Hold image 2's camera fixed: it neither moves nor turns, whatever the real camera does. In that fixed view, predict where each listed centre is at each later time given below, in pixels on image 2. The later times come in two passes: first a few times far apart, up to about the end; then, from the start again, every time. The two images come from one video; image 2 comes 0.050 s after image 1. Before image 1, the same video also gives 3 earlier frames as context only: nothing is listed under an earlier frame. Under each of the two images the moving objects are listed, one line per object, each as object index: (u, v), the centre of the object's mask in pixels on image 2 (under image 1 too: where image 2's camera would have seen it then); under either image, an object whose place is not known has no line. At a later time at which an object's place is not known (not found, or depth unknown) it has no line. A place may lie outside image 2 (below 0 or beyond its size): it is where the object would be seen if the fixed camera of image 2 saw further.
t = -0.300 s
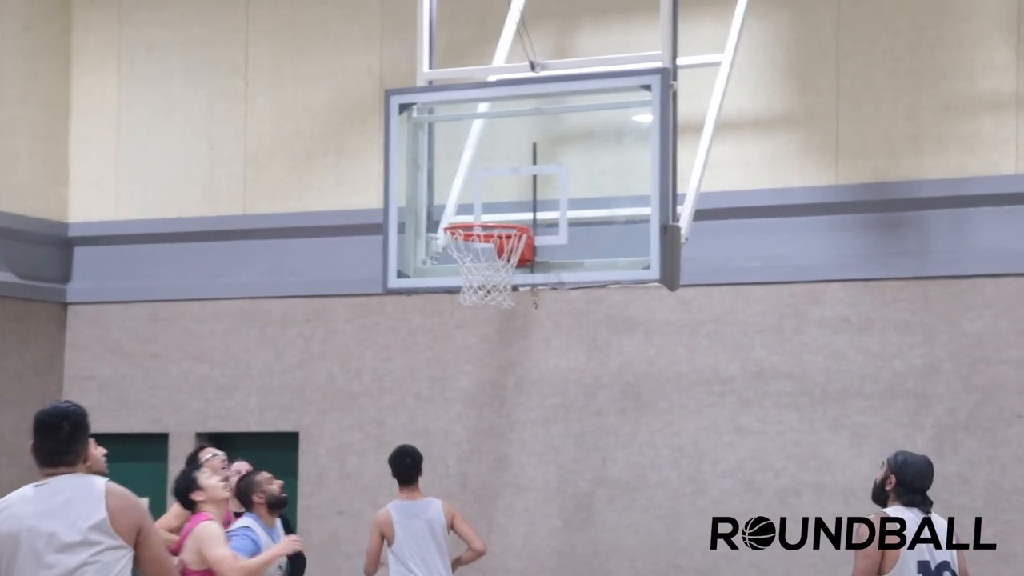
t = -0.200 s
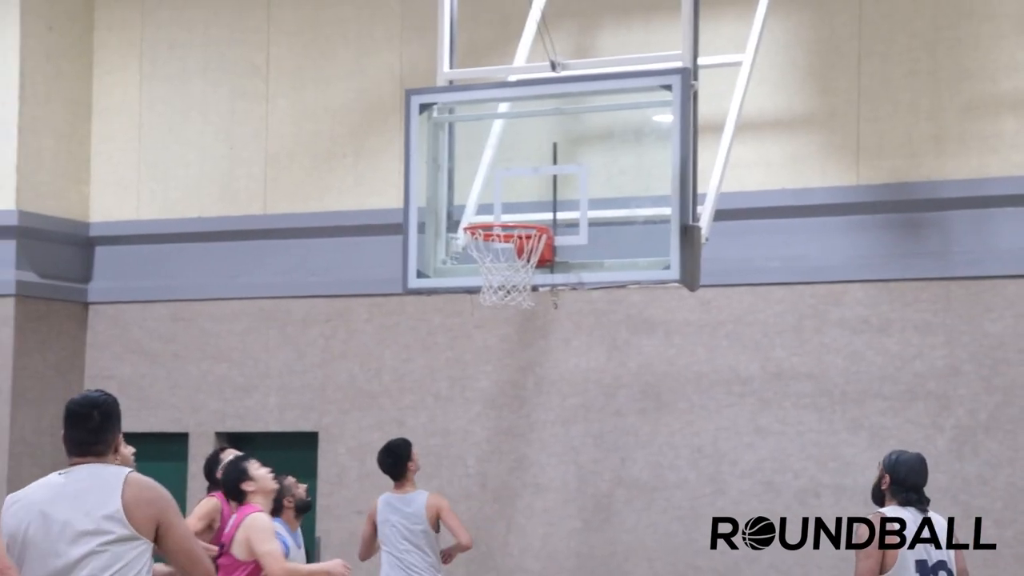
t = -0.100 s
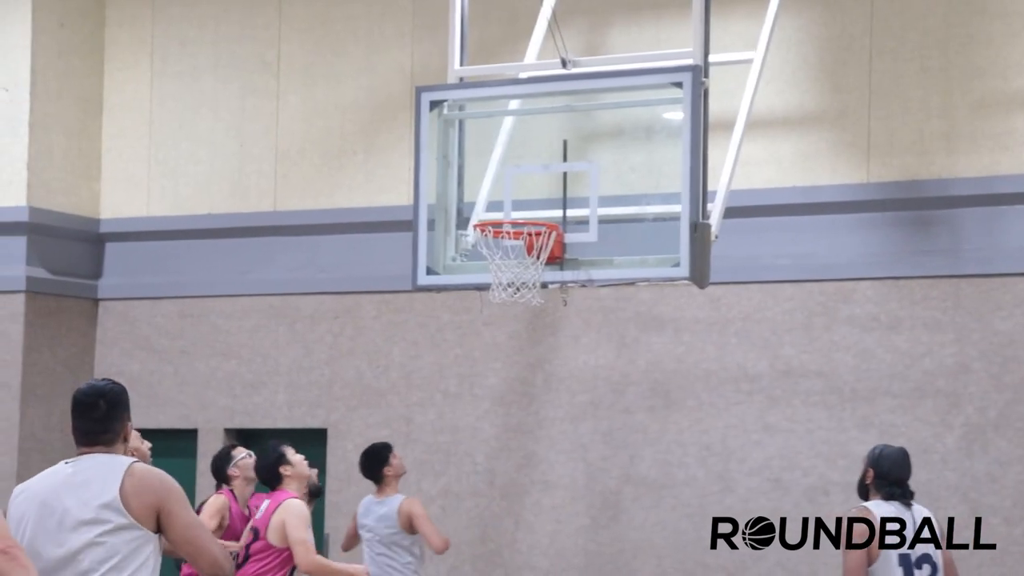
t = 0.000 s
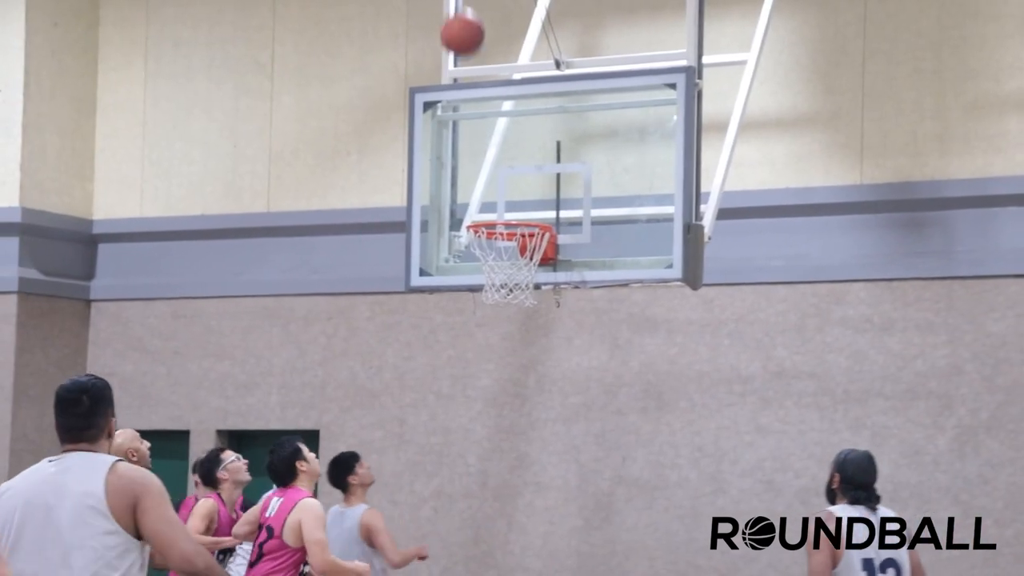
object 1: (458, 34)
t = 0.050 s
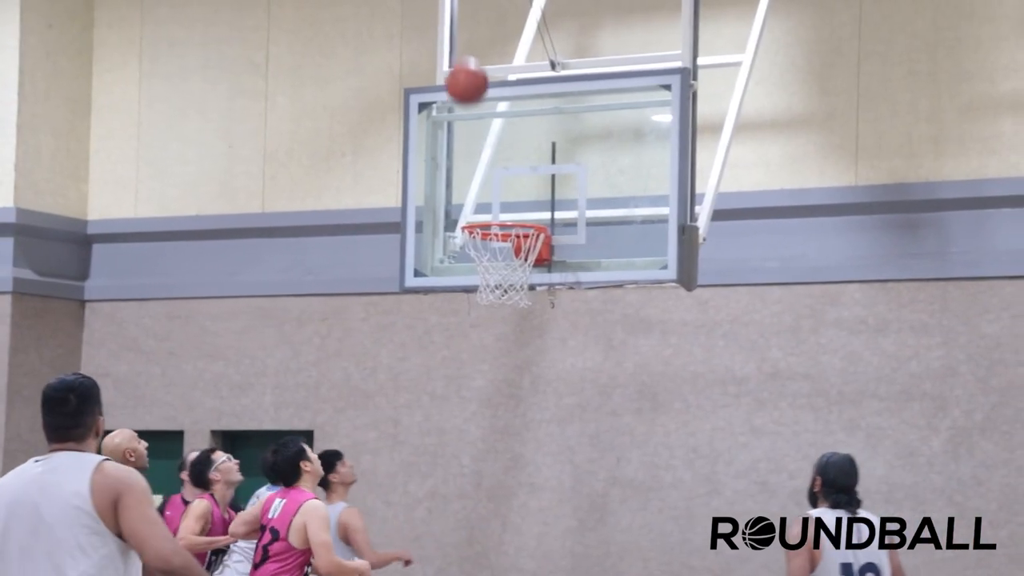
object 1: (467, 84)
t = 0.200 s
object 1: (496, 235)
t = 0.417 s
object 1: (541, 265)
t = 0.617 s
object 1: (522, 294)
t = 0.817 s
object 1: (500, 406)
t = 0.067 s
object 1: (469, 99)
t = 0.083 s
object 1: (472, 117)
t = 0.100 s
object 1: (475, 133)
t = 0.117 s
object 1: (478, 150)
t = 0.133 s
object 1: (480, 168)
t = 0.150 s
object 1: (484, 186)
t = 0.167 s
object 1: (487, 203)
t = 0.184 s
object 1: (490, 221)
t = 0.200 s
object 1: (496, 235)
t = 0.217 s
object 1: (505, 244)
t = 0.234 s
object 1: (515, 253)
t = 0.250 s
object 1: (524, 263)
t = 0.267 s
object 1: (531, 268)
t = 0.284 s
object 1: (537, 268)
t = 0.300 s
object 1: (533, 282)
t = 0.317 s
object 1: (537, 279)
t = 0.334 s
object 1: (538, 276)
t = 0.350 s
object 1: (539, 274)
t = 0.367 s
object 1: (540, 271)
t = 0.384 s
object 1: (540, 268)
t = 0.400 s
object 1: (541, 266)
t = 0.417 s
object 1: (541, 265)
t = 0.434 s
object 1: (539, 265)
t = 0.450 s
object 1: (538, 266)
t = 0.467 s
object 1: (536, 266)
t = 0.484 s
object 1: (535, 267)
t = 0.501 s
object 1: (533, 269)
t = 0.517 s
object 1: (531, 271)
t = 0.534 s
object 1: (529, 274)
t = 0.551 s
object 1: (528, 277)
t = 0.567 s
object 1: (526, 280)
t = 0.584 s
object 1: (525, 284)
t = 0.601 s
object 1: (523, 289)
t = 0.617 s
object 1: (522, 294)
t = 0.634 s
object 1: (520, 301)
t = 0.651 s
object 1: (518, 307)
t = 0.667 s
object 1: (516, 314)
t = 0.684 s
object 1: (514, 322)
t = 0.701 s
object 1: (513, 331)
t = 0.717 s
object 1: (511, 340)
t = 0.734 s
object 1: (508, 350)
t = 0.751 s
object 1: (508, 361)
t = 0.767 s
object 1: (505, 371)
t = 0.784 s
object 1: (504, 382)
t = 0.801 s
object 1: (502, 394)
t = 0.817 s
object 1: (500, 406)
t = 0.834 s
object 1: (498, 419)
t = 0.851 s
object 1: (495, 432)
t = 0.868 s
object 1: (494, 446)
